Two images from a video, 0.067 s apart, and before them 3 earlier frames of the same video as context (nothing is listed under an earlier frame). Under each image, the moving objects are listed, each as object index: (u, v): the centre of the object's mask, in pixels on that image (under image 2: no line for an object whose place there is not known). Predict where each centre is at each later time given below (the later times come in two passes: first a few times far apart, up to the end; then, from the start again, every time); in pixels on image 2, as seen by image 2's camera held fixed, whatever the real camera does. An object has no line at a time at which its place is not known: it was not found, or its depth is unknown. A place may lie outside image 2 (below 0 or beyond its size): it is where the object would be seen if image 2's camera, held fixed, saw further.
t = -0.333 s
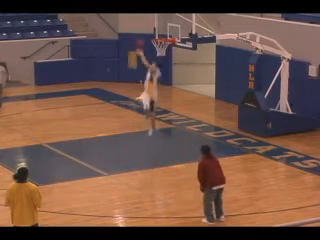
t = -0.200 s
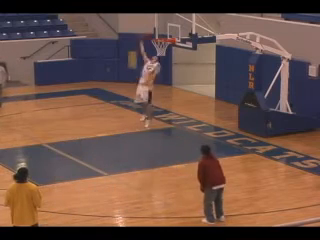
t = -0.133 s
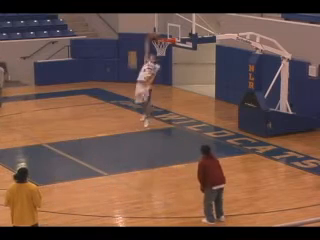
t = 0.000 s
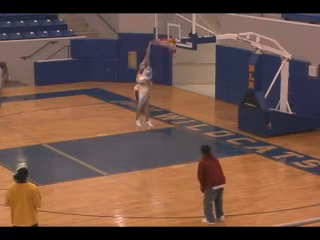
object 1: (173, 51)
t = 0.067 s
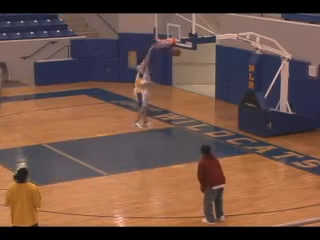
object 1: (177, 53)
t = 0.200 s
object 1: (185, 64)
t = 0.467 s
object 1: (200, 103)
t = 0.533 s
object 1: (204, 114)
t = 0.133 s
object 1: (180, 58)
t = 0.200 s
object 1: (185, 64)
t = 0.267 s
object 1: (188, 70)
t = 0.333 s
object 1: (191, 79)
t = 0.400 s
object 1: (196, 90)
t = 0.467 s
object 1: (200, 103)
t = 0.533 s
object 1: (204, 114)
